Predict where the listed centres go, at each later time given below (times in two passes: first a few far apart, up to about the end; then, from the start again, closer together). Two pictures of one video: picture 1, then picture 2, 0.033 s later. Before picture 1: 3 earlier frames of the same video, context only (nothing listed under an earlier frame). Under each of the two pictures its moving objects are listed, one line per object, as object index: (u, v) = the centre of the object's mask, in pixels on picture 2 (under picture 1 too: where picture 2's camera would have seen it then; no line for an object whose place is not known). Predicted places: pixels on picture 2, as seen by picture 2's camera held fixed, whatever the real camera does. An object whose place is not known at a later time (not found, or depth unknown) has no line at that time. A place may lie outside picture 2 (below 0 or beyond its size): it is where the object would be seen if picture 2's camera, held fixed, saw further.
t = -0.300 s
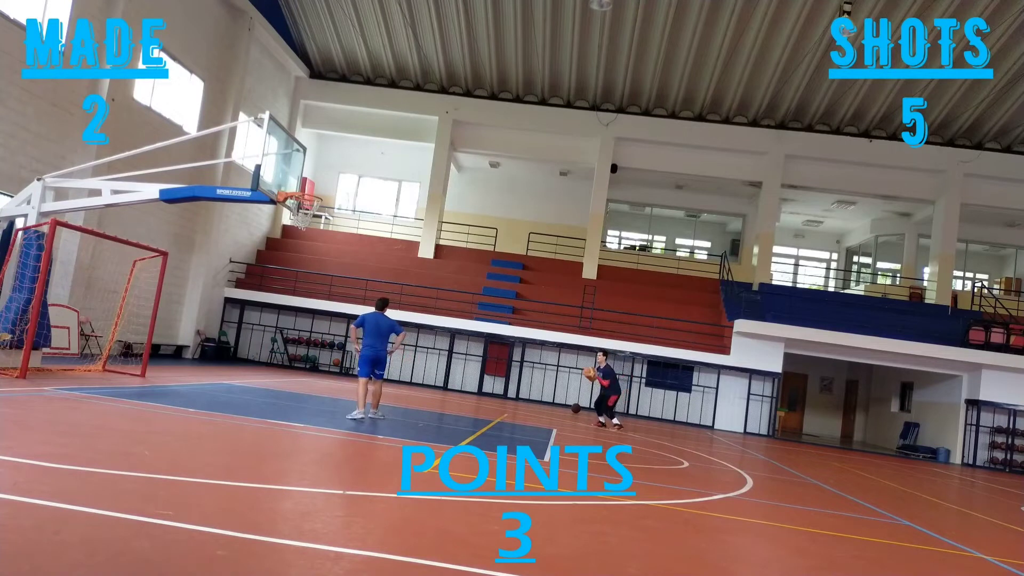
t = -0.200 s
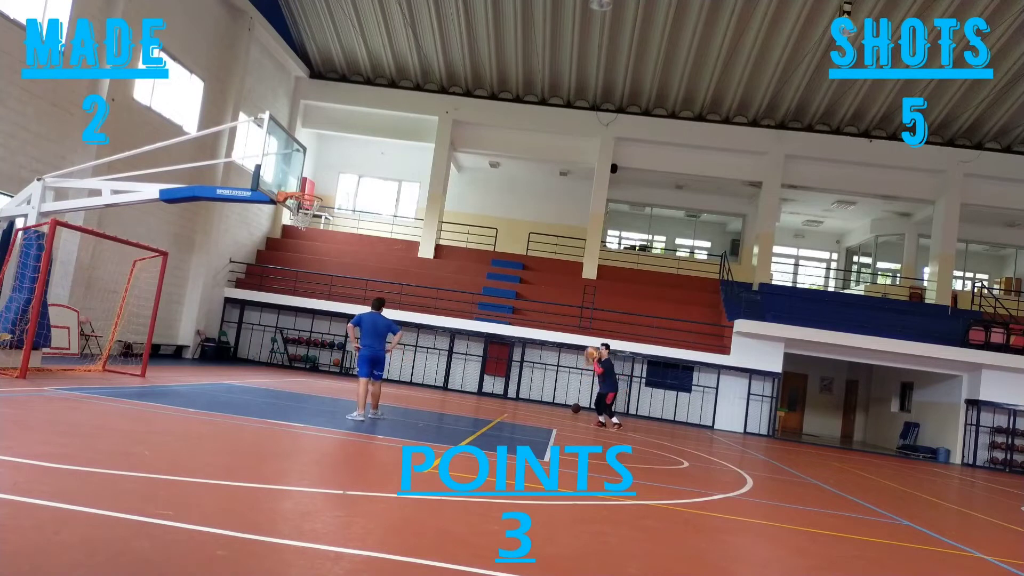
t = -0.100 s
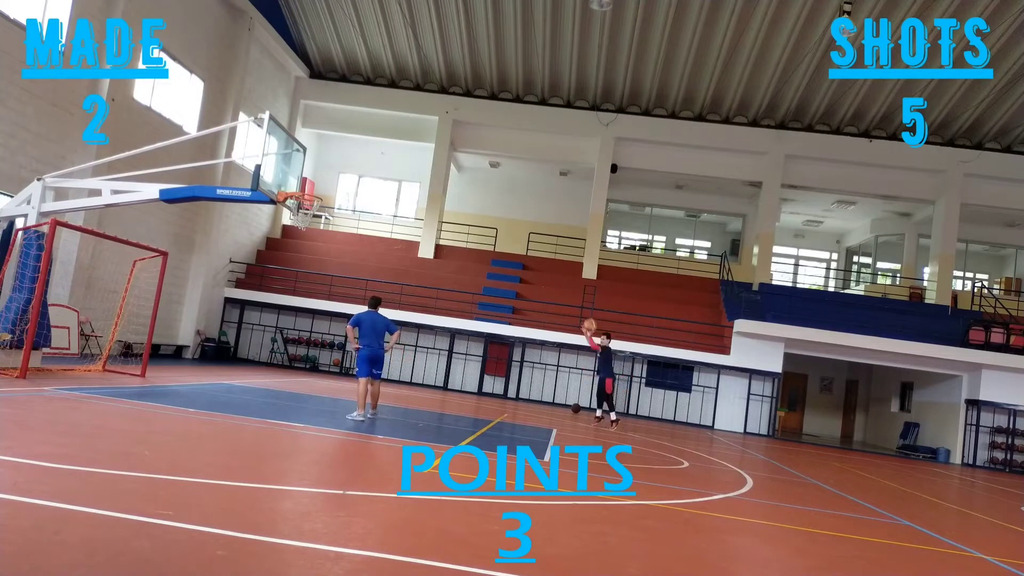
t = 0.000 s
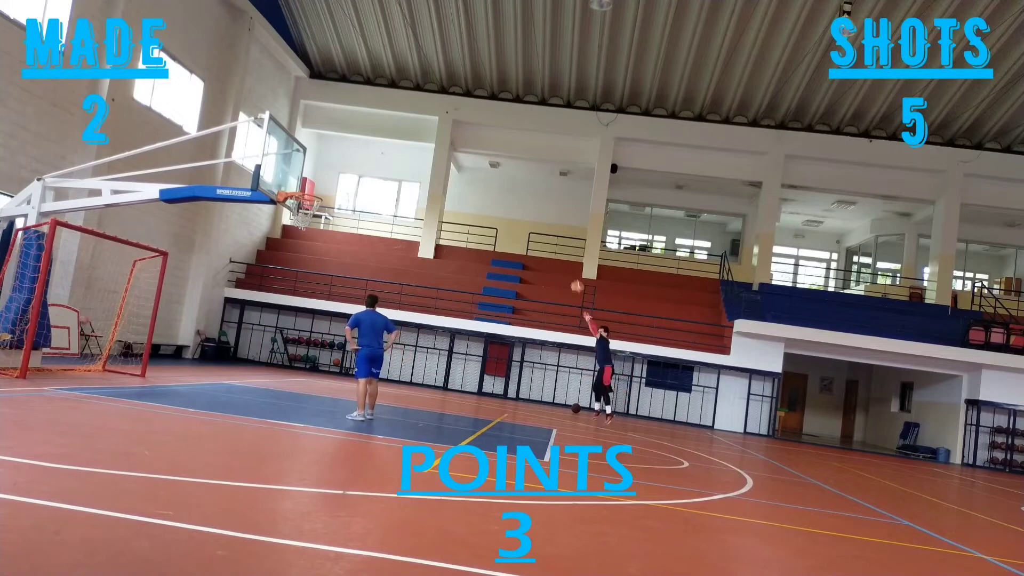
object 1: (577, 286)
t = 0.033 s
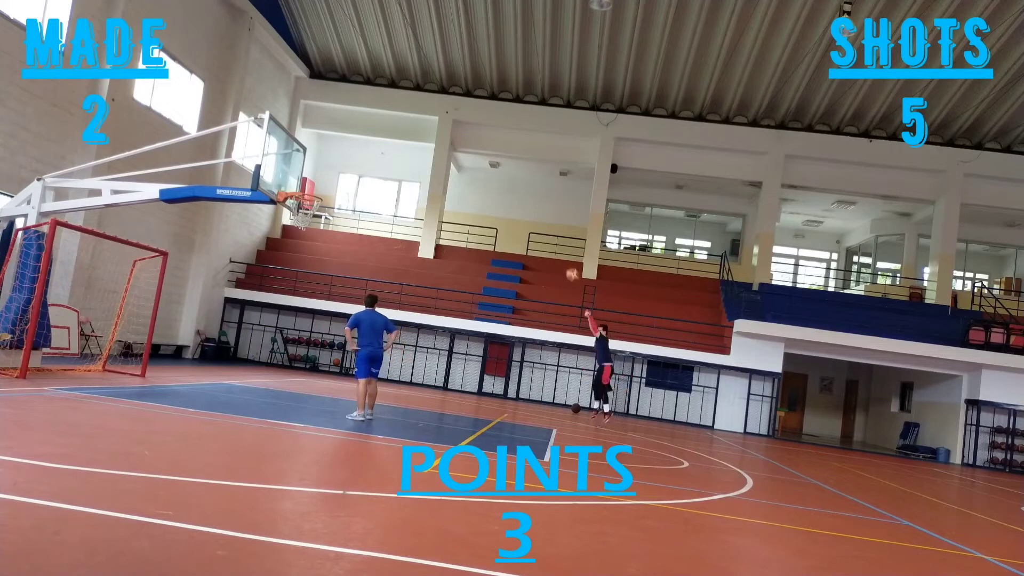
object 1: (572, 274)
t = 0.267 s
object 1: (536, 203)
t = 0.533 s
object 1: (487, 150)
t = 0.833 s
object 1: (419, 131)
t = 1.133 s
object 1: (334, 165)
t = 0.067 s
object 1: (566, 263)
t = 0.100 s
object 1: (561, 252)
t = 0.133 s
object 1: (557, 241)
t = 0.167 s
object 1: (552, 231)
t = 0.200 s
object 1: (547, 222)
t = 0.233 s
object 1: (541, 212)
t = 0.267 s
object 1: (536, 203)
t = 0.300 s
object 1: (530, 195)
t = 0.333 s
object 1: (524, 186)
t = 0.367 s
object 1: (518, 179)
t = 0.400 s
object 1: (513, 172)
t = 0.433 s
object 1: (506, 166)
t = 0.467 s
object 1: (500, 160)
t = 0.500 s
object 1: (494, 155)
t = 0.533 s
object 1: (487, 150)
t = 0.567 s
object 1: (480, 145)
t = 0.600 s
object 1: (473, 141)
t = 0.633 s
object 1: (466, 138)
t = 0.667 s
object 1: (459, 135)
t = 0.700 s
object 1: (451, 134)
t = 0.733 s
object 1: (444, 132)
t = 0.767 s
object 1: (436, 131)
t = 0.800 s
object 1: (428, 130)
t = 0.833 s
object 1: (419, 131)
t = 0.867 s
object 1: (411, 132)
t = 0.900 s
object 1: (402, 133)
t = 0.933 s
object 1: (393, 136)
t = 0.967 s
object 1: (384, 139)
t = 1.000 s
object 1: (374, 143)
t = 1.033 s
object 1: (365, 147)
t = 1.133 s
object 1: (334, 165)
